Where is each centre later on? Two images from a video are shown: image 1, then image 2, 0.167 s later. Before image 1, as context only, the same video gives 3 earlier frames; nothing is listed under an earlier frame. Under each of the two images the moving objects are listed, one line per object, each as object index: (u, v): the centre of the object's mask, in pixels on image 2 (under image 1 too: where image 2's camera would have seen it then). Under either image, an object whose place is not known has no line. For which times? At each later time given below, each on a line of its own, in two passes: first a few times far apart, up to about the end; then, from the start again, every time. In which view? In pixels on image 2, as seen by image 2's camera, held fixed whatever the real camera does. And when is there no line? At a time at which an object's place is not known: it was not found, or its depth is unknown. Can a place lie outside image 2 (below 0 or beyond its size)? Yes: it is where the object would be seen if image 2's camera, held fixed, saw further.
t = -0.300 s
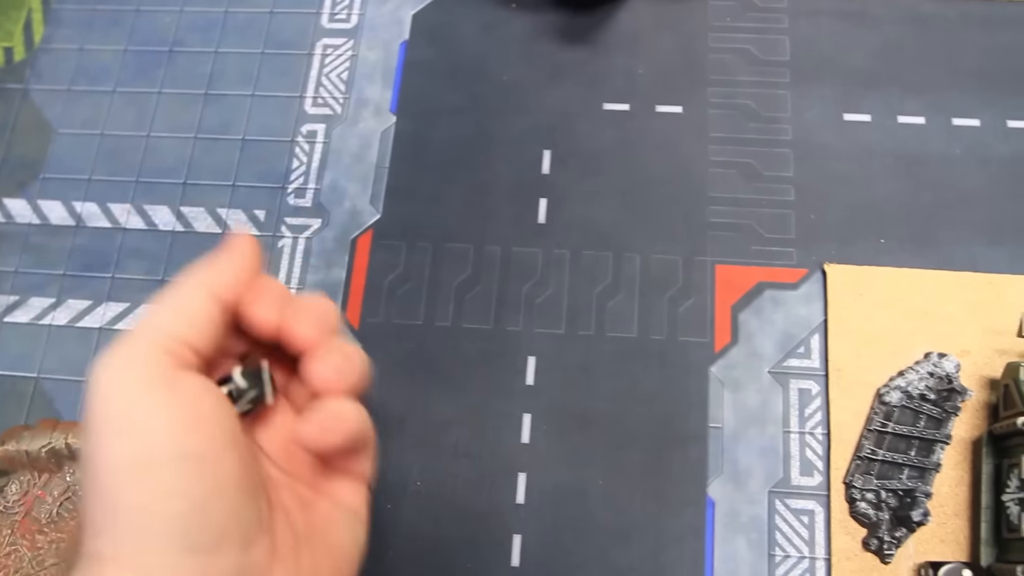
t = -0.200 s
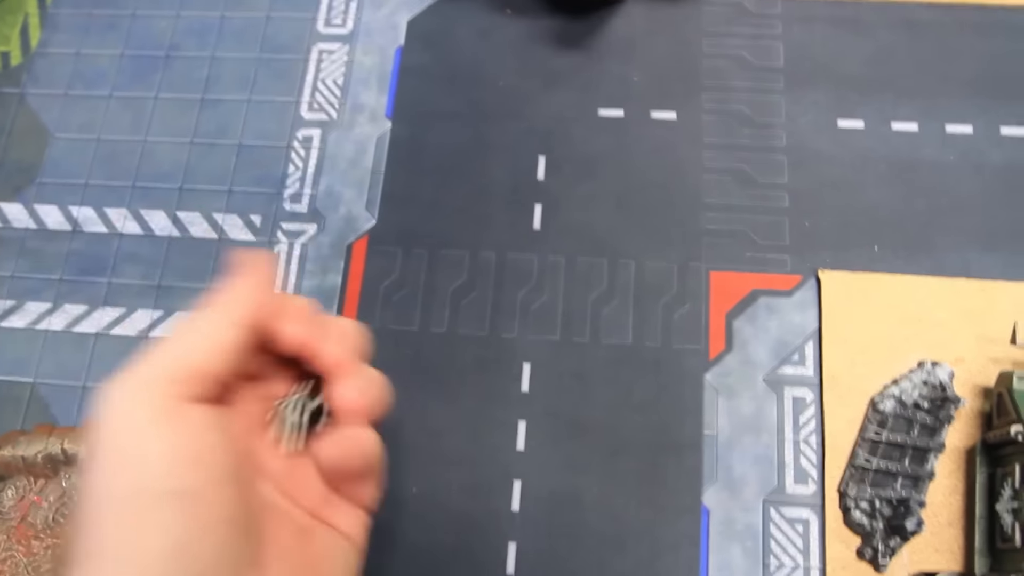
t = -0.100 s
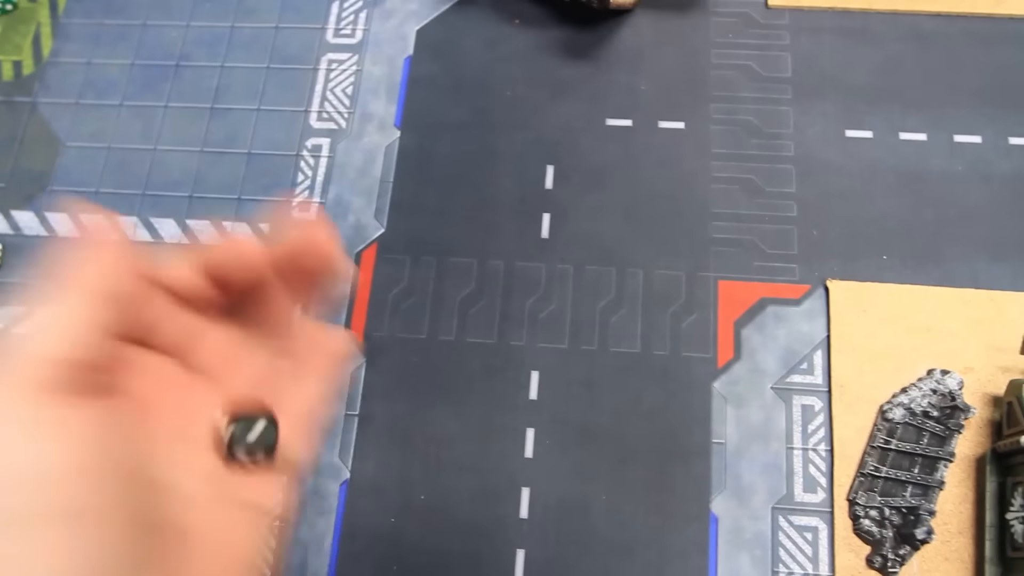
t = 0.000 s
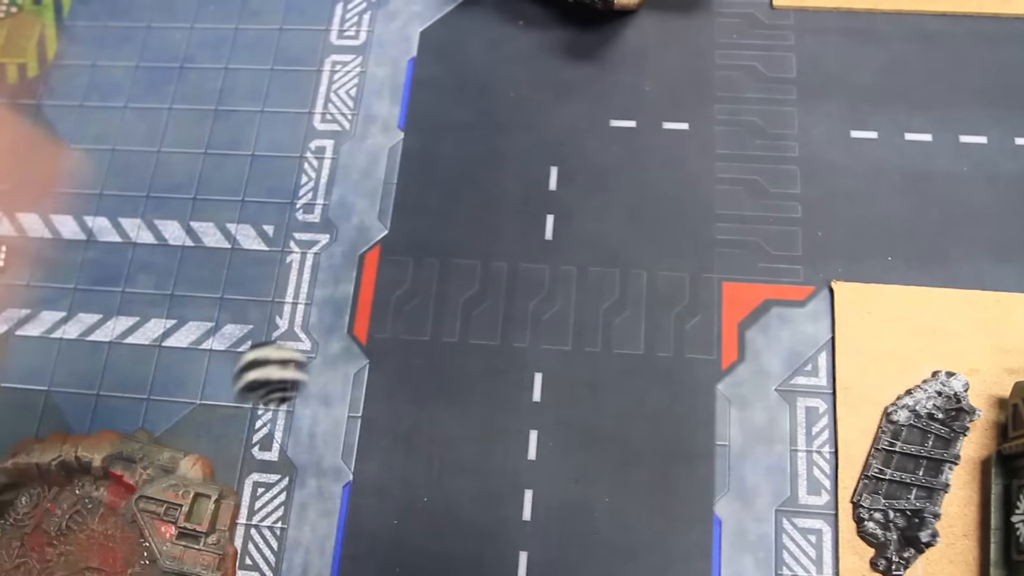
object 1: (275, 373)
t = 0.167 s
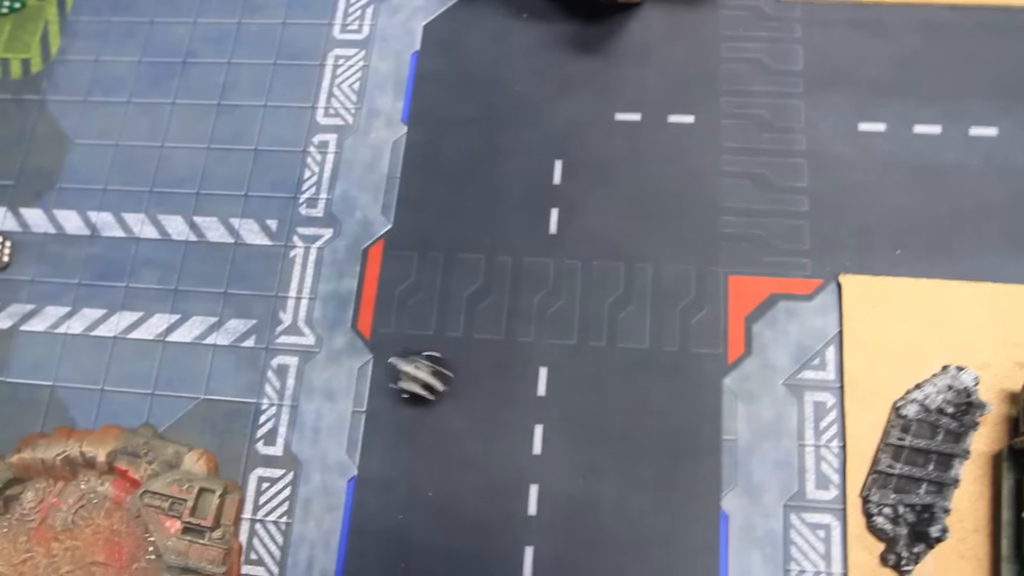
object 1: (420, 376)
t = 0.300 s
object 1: (558, 423)
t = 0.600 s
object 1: (813, 464)
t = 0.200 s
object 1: (447, 384)
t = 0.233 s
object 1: (481, 395)
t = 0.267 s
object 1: (517, 406)
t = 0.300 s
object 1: (558, 423)
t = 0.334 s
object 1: (604, 434)
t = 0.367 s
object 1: (644, 439)
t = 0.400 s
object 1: (686, 442)
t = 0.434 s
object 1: (717, 445)
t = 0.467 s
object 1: (745, 455)
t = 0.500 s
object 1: (774, 462)
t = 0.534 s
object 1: (796, 470)
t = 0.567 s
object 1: (816, 471)
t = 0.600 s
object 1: (813, 464)
